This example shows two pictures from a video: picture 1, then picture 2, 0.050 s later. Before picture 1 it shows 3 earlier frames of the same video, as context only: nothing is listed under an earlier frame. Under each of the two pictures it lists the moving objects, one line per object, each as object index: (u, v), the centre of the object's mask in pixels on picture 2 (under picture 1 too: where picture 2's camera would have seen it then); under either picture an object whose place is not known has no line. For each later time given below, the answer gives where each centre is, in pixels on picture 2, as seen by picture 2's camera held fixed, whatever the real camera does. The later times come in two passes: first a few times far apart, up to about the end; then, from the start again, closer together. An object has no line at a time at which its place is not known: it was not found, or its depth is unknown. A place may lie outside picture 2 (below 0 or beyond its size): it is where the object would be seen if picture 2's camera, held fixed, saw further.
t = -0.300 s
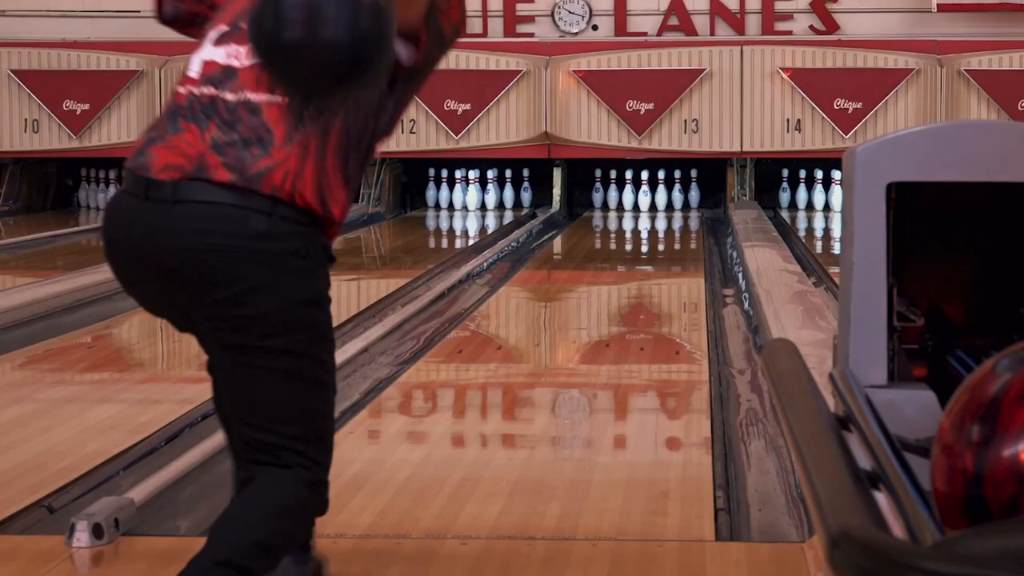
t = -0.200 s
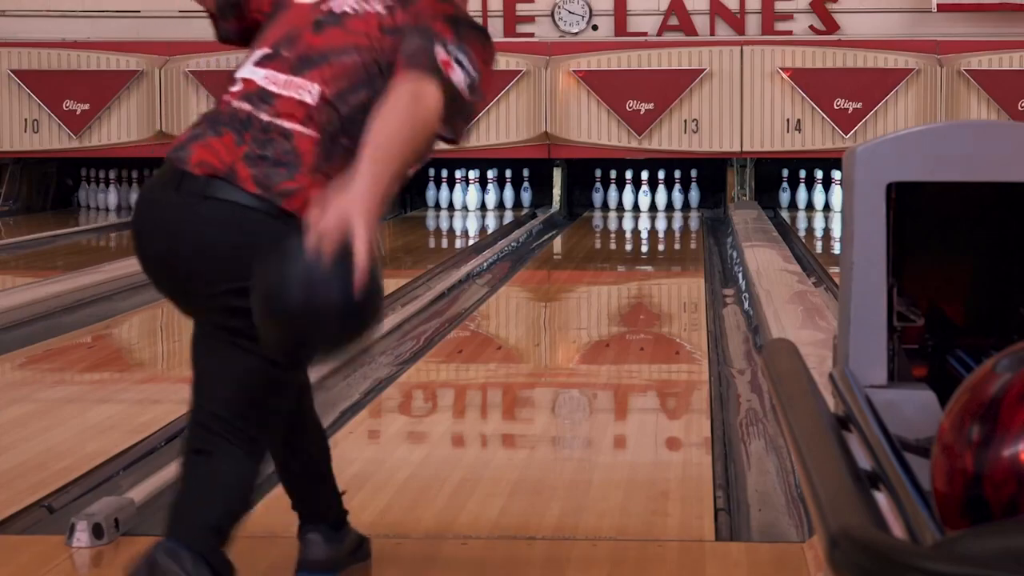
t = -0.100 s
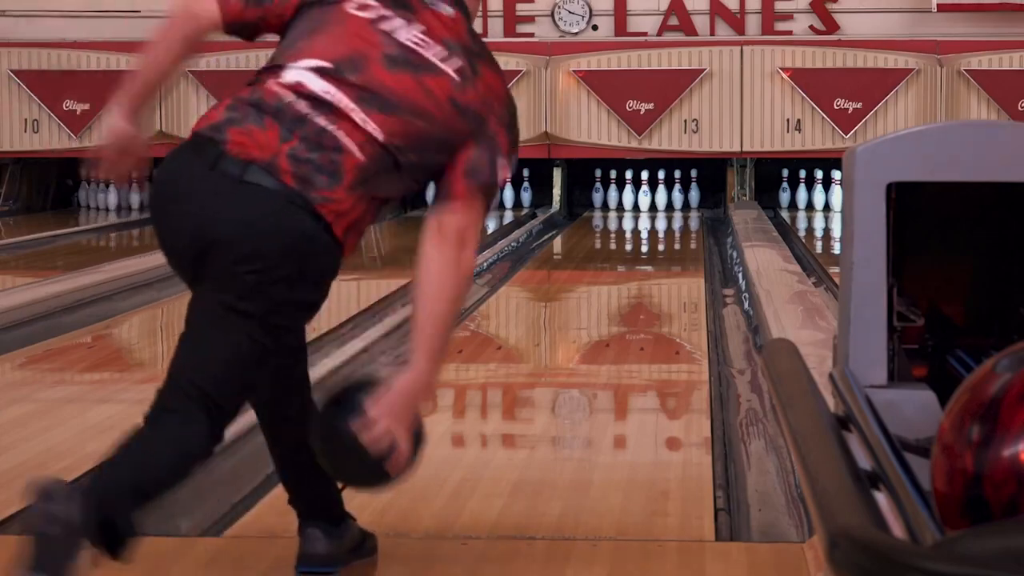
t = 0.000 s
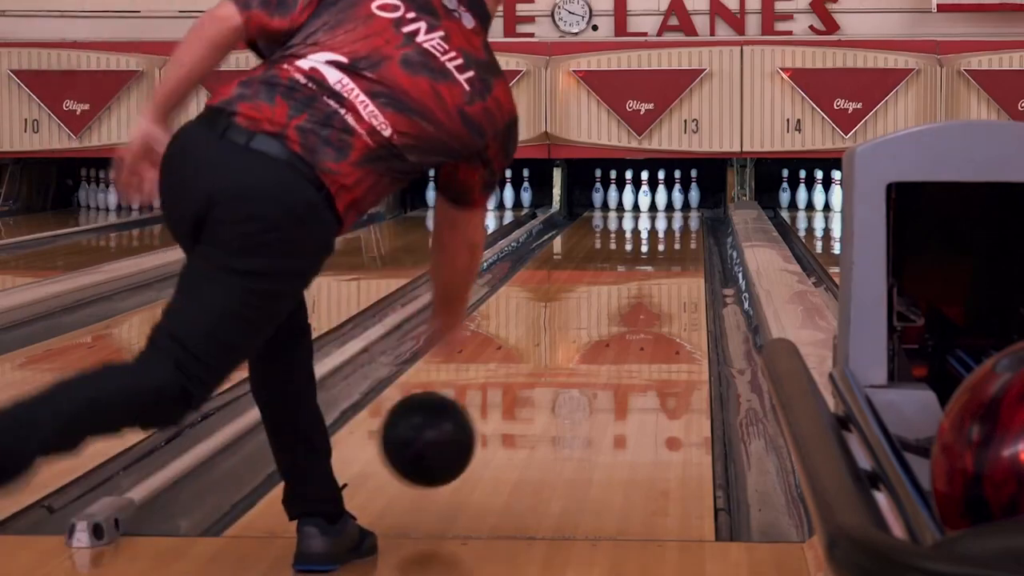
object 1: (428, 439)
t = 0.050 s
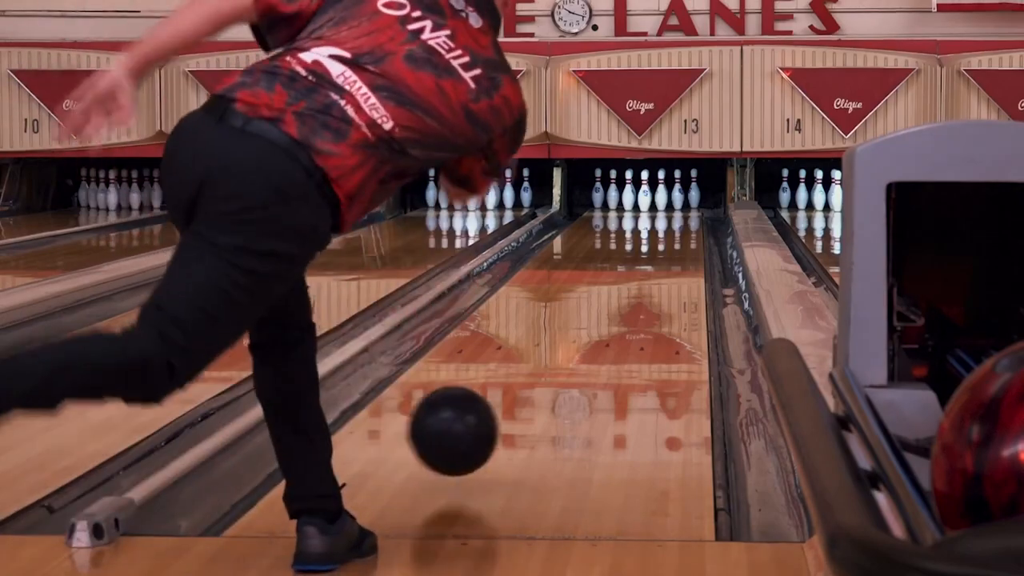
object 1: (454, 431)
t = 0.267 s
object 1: (532, 373)
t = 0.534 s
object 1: (589, 317)
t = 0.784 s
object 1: (622, 284)
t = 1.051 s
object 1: (646, 258)
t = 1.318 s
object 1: (661, 239)
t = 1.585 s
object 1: (670, 225)
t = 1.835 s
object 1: (670, 214)
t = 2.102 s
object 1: (662, 205)
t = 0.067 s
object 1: (461, 431)
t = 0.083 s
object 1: (469, 431)
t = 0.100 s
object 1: (476, 425)
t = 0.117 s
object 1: (483, 418)
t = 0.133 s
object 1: (489, 412)
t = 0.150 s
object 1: (495, 408)
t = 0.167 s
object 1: (501, 403)
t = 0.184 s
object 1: (507, 398)
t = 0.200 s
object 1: (512, 393)
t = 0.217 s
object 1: (517, 387)
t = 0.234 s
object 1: (523, 382)
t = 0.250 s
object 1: (527, 378)
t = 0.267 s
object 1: (532, 373)
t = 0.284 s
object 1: (537, 369)
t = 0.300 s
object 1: (541, 364)
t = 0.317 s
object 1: (545, 360)
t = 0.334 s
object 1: (549, 356)
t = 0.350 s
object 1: (553, 353)
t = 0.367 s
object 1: (557, 349)
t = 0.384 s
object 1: (561, 345)
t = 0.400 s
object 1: (564, 342)
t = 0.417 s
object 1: (568, 338)
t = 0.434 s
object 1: (571, 335)
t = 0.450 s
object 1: (574, 332)
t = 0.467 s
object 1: (577, 329)
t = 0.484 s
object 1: (581, 326)
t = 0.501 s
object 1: (584, 323)
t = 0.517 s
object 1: (586, 320)
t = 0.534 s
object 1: (589, 317)
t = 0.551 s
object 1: (592, 314)
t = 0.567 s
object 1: (594, 312)
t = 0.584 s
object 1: (597, 309)
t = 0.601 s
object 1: (599, 307)
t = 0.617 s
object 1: (602, 305)
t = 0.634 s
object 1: (604, 302)
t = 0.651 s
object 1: (606, 301)
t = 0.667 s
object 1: (608, 298)
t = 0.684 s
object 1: (611, 296)
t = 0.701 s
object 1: (613, 294)
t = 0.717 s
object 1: (615, 292)
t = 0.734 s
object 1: (617, 290)
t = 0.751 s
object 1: (619, 288)
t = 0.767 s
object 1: (620, 286)
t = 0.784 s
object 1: (622, 284)
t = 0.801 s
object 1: (624, 282)
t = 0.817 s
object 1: (626, 280)
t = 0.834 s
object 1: (627, 279)
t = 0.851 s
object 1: (629, 277)
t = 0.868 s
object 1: (630, 276)
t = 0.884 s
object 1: (632, 274)
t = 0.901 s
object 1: (634, 272)
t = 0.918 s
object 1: (635, 271)
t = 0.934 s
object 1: (636, 269)
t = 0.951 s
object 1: (638, 267)
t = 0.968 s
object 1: (639, 266)
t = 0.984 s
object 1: (641, 263)
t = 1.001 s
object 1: (641, 262)
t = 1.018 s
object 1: (643, 261)
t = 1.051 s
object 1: (646, 258)
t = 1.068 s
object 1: (646, 257)
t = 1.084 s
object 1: (648, 256)
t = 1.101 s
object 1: (649, 254)
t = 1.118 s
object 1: (650, 252)
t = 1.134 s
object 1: (651, 251)
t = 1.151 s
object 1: (652, 249)
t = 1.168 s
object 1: (653, 248)
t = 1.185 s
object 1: (653, 248)
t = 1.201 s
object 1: (655, 246)
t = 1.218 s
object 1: (656, 245)
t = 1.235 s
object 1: (656, 244)
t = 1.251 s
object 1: (657, 243)
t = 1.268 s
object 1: (658, 242)
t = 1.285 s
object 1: (659, 241)
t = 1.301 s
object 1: (660, 240)
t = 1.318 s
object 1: (661, 239)
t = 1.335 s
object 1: (662, 238)
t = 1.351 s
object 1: (663, 237)
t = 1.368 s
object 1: (664, 236)
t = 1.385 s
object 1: (664, 235)
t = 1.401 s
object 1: (665, 234)
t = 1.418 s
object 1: (666, 233)
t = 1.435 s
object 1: (666, 232)
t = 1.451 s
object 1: (666, 231)
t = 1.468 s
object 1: (667, 230)
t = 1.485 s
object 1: (667, 229)
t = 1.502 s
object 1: (668, 228)
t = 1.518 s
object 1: (668, 227)
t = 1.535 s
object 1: (668, 227)
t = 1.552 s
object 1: (669, 226)
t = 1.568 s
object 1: (669, 225)
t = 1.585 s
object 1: (670, 225)
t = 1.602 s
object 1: (670, 224)
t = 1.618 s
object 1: (670, 223)
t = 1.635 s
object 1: (670, 222)
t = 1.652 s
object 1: (670, 222)
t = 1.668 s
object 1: (671, 221)
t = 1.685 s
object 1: (671, 220)
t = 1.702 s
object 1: (671, 220)
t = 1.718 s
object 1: (671, 219)
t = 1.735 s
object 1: (671, 218)
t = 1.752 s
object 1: (671, 217)
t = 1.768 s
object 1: (671, 217)
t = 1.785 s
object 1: (671, 216)
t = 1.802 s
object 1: (670, 215)
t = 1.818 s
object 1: (670, 214)
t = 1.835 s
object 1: (670, 214)
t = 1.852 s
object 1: (670, 213)
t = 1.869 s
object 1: (670, 213)
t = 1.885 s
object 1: (669, 212)
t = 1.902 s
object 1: (669, 211)
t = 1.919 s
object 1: (668, 211)
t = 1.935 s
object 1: (668, 210)
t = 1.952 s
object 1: (668, 210)
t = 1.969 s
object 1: (667, 209)
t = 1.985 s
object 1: (666, 209)
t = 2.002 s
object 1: (666, 208)
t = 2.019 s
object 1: (665, 208)
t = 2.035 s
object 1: (665, 207)
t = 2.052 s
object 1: (664, 207)
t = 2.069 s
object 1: (663, 206)
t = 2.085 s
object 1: (663, 206)
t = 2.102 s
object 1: (662, 205)
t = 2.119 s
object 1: (661, 205)
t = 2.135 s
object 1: (661, 205)
